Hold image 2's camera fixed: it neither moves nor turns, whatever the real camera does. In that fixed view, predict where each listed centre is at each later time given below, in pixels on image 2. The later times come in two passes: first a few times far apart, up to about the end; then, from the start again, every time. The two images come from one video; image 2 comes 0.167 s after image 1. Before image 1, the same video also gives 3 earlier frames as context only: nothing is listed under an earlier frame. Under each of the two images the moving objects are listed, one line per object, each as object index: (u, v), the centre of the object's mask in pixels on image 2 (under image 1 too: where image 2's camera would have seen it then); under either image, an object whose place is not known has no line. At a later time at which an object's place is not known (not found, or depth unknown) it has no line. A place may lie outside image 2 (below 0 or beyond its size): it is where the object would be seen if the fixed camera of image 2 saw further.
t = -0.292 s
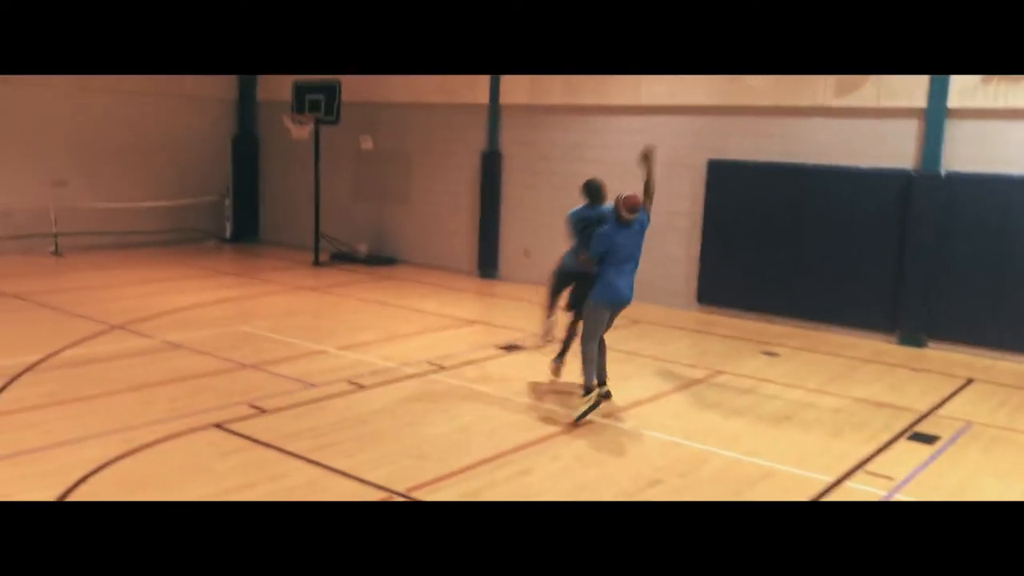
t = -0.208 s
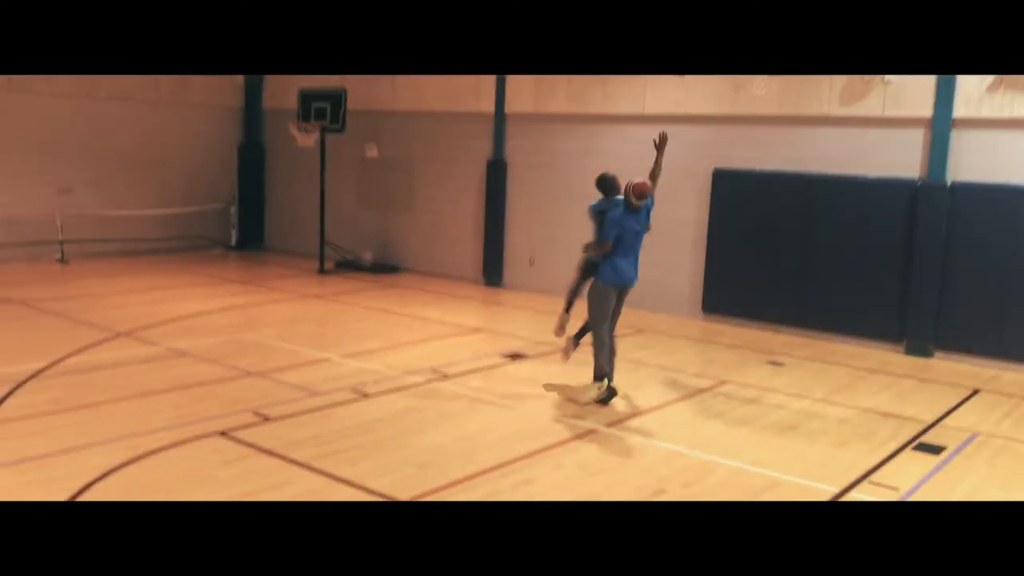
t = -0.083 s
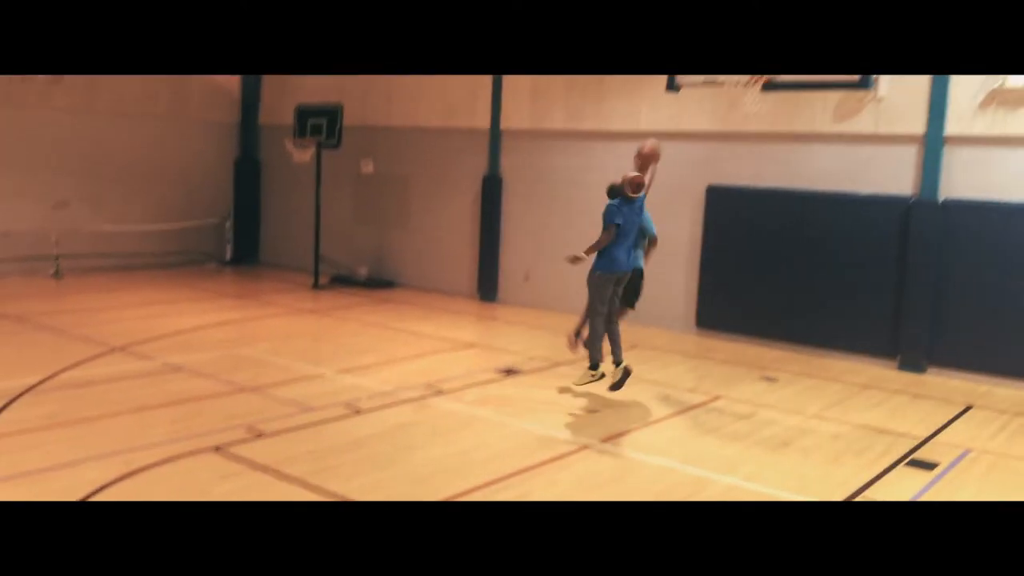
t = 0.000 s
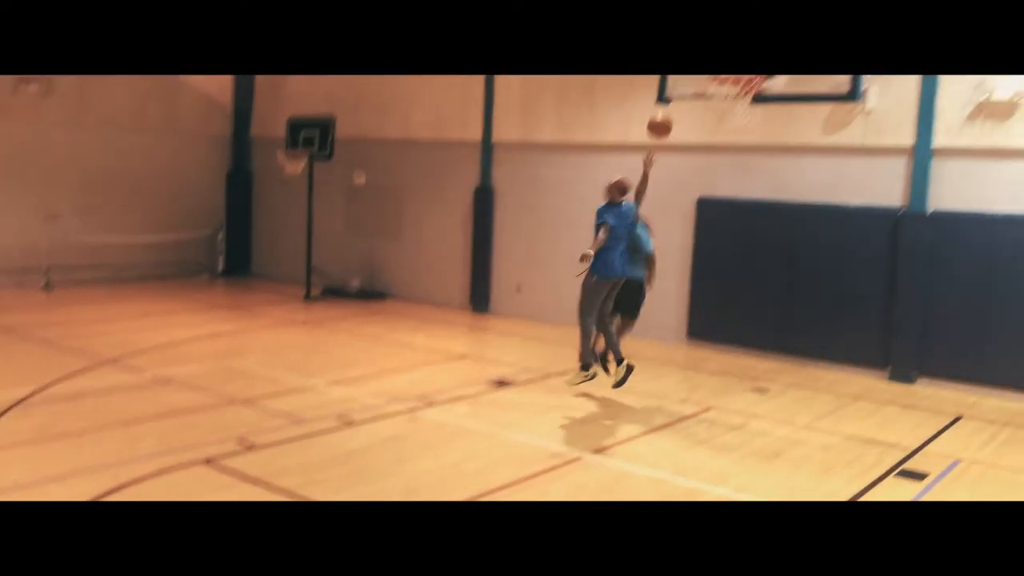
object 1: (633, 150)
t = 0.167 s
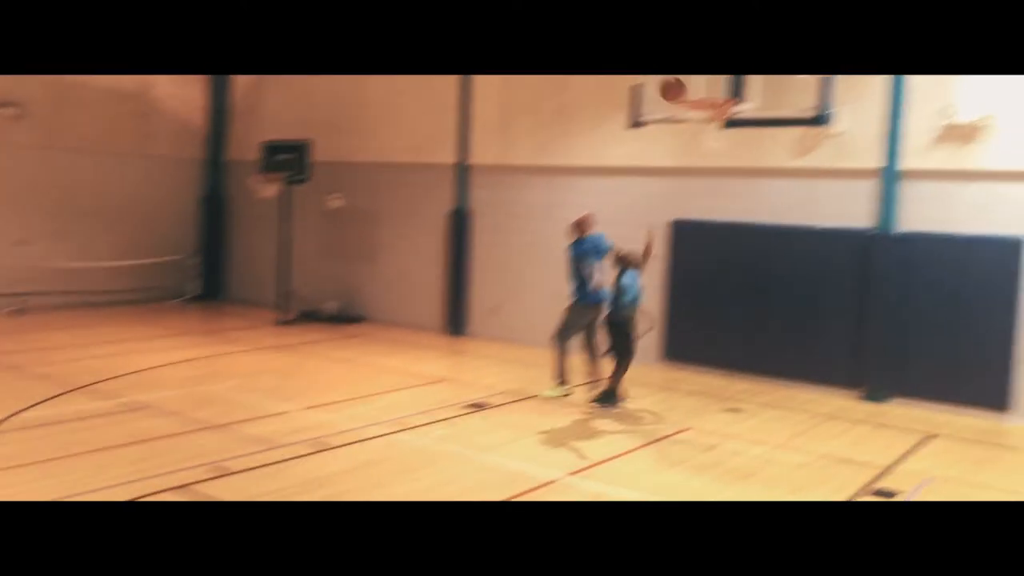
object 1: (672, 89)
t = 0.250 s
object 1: (689, 73)
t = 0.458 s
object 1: (702, 53)
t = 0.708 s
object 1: (712, 87)
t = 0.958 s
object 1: (714, 90)
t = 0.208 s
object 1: (681, 80)
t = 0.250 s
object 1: (689, 73)
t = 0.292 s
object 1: (693, 68)
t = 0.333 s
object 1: (694, 62)
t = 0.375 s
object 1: (697, 58)
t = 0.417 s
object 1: (699, 55)
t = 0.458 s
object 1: (702, 53)
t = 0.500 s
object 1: (703, 55)
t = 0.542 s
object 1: (706, 58)
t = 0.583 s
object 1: (708, 64)
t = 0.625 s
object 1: (710, 73)
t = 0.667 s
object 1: (711, 85)
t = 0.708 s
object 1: (712, 87)
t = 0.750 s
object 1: (712, 83)
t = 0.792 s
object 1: (713, 81)
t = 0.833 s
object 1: (714, 81)
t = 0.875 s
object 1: (714, 82)
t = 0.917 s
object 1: (714, 86)
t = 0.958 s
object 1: (714, 90)
